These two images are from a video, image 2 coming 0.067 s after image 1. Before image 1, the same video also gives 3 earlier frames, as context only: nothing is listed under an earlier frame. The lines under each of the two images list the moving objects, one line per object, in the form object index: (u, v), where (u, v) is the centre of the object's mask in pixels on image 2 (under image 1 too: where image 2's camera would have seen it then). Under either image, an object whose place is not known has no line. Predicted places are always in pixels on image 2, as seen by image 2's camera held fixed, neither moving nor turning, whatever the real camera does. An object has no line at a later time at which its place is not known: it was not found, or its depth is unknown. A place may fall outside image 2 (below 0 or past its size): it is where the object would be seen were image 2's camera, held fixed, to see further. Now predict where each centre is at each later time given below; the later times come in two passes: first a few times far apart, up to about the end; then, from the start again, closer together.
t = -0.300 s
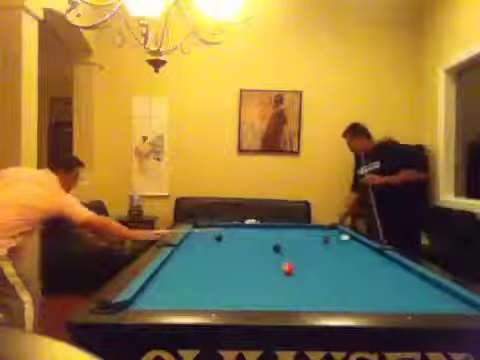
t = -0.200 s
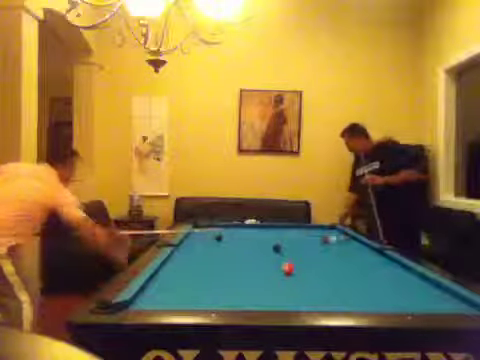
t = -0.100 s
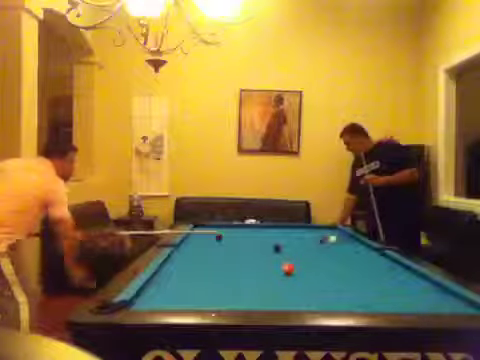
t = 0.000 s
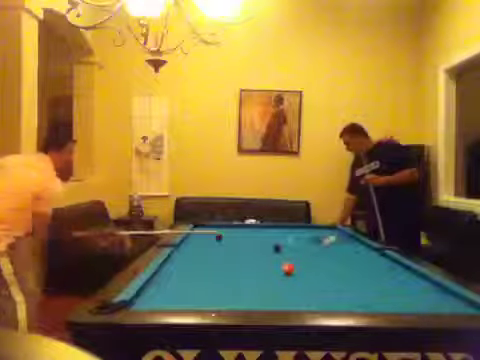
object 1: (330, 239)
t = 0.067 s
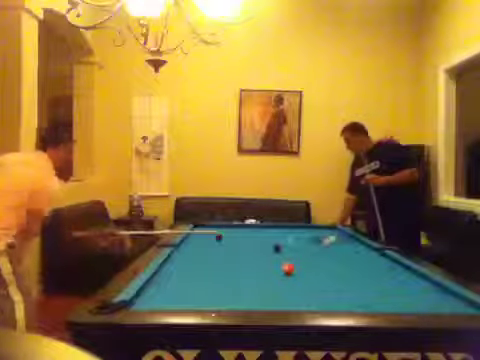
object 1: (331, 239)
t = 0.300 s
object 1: (328, 240)
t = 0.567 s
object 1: (320, 243)
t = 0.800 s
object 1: (315, 245)
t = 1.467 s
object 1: (302, 251)
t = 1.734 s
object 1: (297, 252)
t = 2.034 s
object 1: (292, 254)
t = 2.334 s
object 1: (288, 255)
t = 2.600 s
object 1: (283, 256)
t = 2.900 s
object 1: (279, 257)
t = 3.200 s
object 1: (277, 259)
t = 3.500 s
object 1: (275, 259)
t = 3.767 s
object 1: (274, 259)
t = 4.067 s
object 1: (273, 260)
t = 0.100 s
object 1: (330, 239)
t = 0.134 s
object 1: (329, 240)
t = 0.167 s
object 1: (329, 240)
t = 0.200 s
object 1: (329, 240)
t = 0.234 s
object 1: (329, 240)
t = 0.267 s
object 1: (328, 240)
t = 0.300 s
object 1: (328, 240)
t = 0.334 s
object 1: (328, 240)
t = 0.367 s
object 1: (328, 240)
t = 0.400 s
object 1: (323, 243)
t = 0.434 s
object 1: (323, 243)
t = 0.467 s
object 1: (323, 243)
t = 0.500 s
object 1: (323, 243)
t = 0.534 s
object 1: (320, 243)
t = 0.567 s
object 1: (320, 243)
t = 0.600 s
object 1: (319, 244)
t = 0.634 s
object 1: (319, 244)
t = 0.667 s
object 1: (319, 244)
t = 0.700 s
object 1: (319, 244)
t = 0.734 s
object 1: (319, 243)
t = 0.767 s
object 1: (317, 245)
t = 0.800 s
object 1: (315, 245)
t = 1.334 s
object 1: (303, 250)
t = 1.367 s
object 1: (303, 250)
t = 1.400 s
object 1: (303, 250)
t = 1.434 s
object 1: (302, 251)
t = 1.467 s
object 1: (302, 251)
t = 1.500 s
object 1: (302, 251)
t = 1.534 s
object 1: (302, 251)
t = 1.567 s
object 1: (302, 251)
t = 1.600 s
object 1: (299, 251)
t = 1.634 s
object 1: (299, 251)
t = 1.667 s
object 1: (298, 251)
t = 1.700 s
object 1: (297, 252)
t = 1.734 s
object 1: (297, 252)
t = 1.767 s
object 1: (296, 252)
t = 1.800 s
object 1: (295, 253)
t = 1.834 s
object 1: (295, 252)
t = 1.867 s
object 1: (295, 252)
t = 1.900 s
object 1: (294, 253)
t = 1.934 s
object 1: (293, 253)
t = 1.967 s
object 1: (293, 253)
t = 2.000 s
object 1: (292, 254)
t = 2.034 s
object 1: (292, 254)
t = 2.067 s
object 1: (292, 254)
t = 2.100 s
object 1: (292, 254)
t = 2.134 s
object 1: (290, 255)
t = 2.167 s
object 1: (290, 255)
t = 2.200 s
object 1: (290, 255)
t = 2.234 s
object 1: (289, 255)
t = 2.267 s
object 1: (289, 255)
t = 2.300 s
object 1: (288, 255)
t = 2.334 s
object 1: (288, 255)
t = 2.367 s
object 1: (288, 255)
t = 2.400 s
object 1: (287, 255)
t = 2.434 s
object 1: (287, 255)
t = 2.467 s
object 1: (287, 255)
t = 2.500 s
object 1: (287, 256)
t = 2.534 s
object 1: (284, 256)
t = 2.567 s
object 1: (284, 256)
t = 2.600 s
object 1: (283, 256)
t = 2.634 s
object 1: (283, 256)
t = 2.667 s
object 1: (281, 257)
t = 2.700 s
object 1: (281, 257)
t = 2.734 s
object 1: (281, 257)
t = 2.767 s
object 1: (281, 257)
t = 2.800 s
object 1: (280, 257)
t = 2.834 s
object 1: (279, 257)
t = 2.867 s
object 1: (279, 257)
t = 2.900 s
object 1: (279, 257)
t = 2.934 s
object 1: (279, 258)
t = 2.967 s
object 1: (279, 258)
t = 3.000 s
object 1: (279, 258)
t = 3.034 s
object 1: (279, 258)
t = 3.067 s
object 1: (278, 258)
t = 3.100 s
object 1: (278, 258)
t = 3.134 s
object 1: (277, 258)
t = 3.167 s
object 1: (277, 258)
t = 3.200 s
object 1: (277, 259)
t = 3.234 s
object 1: (277, 259)
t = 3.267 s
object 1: (276, 259)
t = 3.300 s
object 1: (276, 259)
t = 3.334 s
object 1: (276, 259)
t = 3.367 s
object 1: (275, 259)
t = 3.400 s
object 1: (275, 259)
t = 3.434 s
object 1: (275, 259)
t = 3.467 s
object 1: (275, 259)
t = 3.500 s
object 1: (275, 259)
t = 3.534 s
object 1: (275, 259)
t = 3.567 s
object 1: (275, 259)
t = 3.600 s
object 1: (274, 259)
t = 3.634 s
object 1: (274, 259)
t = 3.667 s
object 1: (274, 259)
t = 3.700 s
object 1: (274, 259)
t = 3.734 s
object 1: (274, 259)
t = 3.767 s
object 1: (274, 259)
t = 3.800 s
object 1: (273, 260)
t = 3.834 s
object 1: (273, 260)
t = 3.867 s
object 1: (273, 260)
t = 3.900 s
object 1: (273, 260)
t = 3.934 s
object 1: (273, 260)
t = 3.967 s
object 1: (273, 260)
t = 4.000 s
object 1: (273, 260)
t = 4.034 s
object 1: (273, 260)
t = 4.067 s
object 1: (273, 260)
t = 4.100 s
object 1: (273, 260)
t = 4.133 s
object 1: (273, 260)
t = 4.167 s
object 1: (273, 260)
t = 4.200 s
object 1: (273, 260)
